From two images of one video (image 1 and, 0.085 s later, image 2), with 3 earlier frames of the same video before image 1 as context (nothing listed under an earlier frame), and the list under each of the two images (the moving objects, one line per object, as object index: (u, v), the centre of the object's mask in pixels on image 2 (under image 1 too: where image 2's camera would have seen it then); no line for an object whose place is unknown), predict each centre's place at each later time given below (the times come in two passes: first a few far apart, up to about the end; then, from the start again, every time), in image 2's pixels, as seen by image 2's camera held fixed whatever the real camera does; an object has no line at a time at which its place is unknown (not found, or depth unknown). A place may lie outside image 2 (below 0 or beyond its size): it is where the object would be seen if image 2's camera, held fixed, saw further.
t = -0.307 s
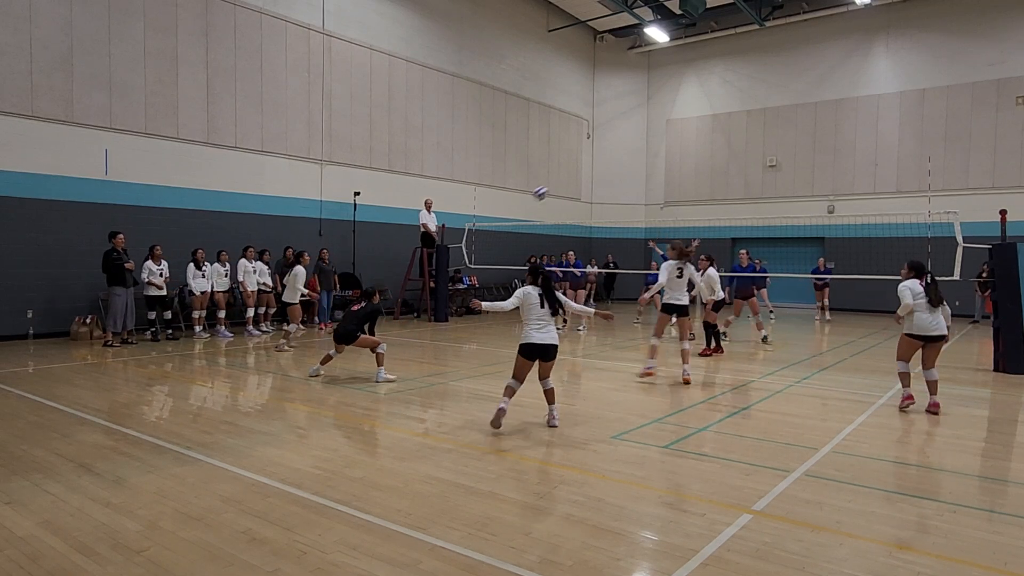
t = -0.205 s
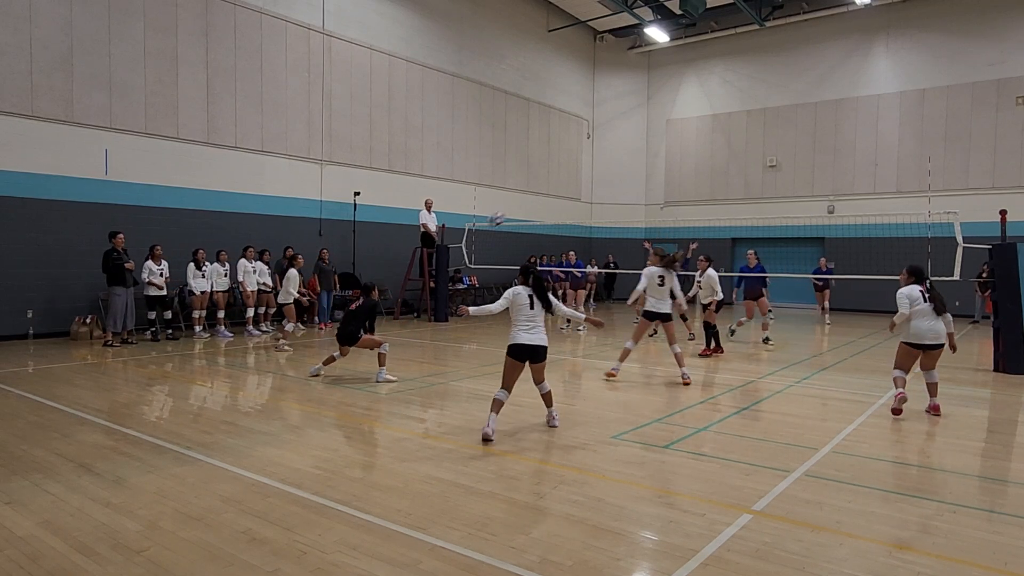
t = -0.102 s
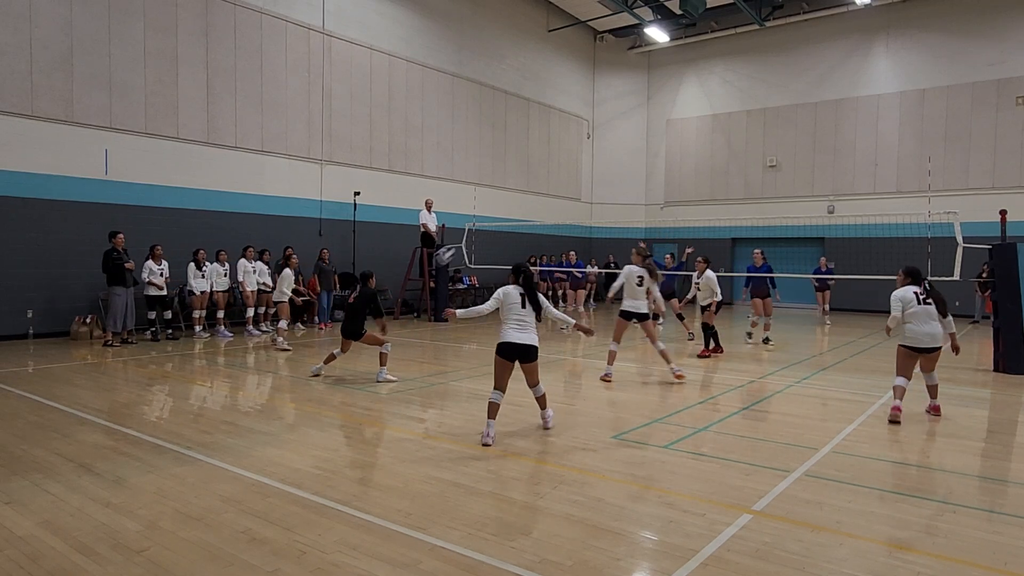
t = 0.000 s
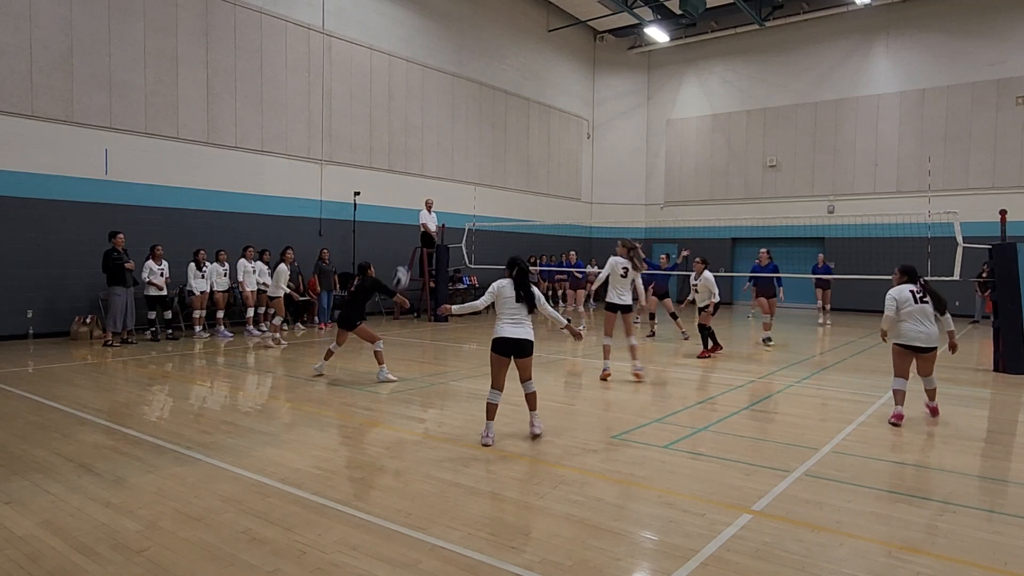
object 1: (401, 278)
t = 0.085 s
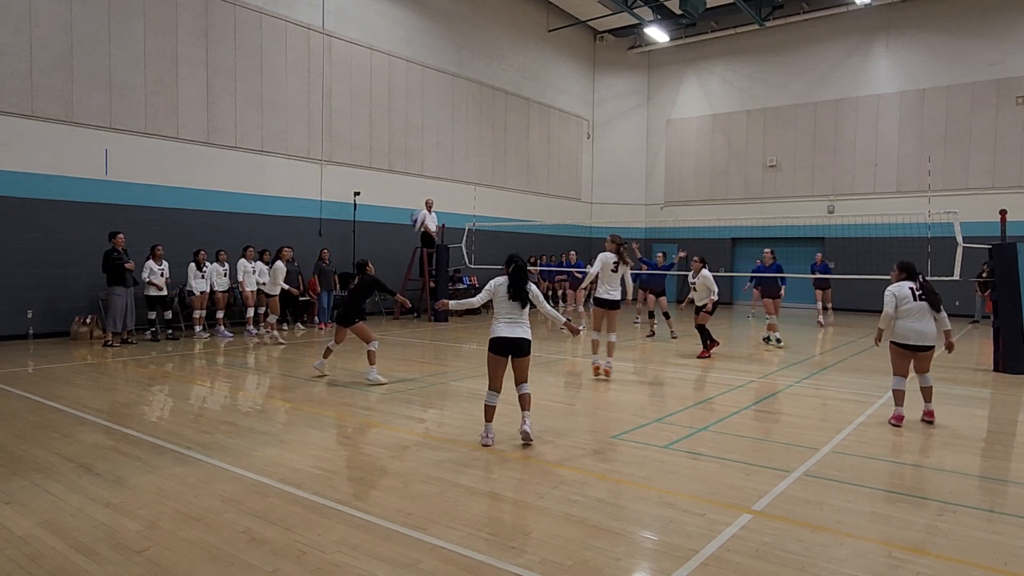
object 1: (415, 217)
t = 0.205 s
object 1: (439, 150)
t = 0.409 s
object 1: (471, 65)
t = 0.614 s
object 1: (500, 17)
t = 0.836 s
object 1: (527, 3)
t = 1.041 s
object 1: (548, 12)
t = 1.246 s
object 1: (567, 49)
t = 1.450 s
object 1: (584, 107)
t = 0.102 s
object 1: (419, 206)
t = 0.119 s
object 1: (423, 197)
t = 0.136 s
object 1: (427, 187)
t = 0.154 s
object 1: (431, 177)
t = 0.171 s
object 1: (433, 168)
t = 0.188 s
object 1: (436, 158)
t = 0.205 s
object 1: (439, 150)
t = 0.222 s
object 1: (442, 141)
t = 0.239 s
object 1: (445, 133)
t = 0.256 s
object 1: (447, 125)
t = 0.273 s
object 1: (450, 118)
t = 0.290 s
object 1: (453, 111)
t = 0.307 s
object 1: (456, 104)
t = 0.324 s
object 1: (458, 96)
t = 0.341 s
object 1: (461, 90)
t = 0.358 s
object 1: (464, 83)
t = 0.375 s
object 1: (466, 77)
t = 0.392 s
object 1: (469, 70)
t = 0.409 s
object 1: (471, 65)
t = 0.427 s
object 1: (474, 61)
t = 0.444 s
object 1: (476, 55)
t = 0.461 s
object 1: (479, 50)
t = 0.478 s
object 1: (481, 45)
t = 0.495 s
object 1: (483, 41)
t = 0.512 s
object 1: (486, 37)
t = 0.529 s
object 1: (488, 33)
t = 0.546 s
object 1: (490, 30)
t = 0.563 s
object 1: (493, 26)
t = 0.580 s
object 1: (496, 23)
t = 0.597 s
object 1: (498, 19)
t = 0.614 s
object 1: (500, 17)
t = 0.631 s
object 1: (502, 14)
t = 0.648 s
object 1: (504, 12)
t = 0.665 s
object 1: (506, 10)
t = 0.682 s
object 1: (508, 7)
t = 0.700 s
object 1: (510, 6)
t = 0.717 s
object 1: (512, 5)
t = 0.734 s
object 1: (513, 5)
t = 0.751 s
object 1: (516, 5)
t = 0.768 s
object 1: (518, 4)
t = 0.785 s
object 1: (520, 4)
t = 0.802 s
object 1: (522, 3)
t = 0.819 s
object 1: (524, 4)
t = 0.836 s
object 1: (527, 3)
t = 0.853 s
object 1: (528, 3)
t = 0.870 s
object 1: (529, 3)
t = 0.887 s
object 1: (531, 3)
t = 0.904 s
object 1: (534, 4)
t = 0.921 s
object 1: (535, 4)
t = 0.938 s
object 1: (537, 4)
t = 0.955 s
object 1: (539, 5)
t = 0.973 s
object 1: (541, 5)
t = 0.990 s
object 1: (542, 6)
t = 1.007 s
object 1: (544, 7)
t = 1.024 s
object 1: (546, 10)
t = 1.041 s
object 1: (548, 12)
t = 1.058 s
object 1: (549, 13)
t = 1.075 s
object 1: (550, 15)
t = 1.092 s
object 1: (552, 19)
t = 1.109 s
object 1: (554, 22)
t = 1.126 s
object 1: (555, 24)
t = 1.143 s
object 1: (557, 27)
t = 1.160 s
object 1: (560, 30)
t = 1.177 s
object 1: (561, 34)
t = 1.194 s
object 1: (562, 37)
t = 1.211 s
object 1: (564, 41)
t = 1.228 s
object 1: (565, 45)
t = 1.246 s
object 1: (567, 49)
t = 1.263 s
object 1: (568, 53)
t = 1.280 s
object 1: (569, 57)
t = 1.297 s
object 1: (571, 62)
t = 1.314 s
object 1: (573, 67)
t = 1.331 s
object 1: (574, 71)
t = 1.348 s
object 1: (575, 75)
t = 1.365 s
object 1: (577, 81)
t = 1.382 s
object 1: (579, 86)
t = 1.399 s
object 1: (580, 91)
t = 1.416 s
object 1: (581, 96)
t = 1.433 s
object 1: (583, 102)
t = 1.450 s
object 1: (584, 107)
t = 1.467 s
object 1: (585, 113)
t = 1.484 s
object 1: (587, 119)
